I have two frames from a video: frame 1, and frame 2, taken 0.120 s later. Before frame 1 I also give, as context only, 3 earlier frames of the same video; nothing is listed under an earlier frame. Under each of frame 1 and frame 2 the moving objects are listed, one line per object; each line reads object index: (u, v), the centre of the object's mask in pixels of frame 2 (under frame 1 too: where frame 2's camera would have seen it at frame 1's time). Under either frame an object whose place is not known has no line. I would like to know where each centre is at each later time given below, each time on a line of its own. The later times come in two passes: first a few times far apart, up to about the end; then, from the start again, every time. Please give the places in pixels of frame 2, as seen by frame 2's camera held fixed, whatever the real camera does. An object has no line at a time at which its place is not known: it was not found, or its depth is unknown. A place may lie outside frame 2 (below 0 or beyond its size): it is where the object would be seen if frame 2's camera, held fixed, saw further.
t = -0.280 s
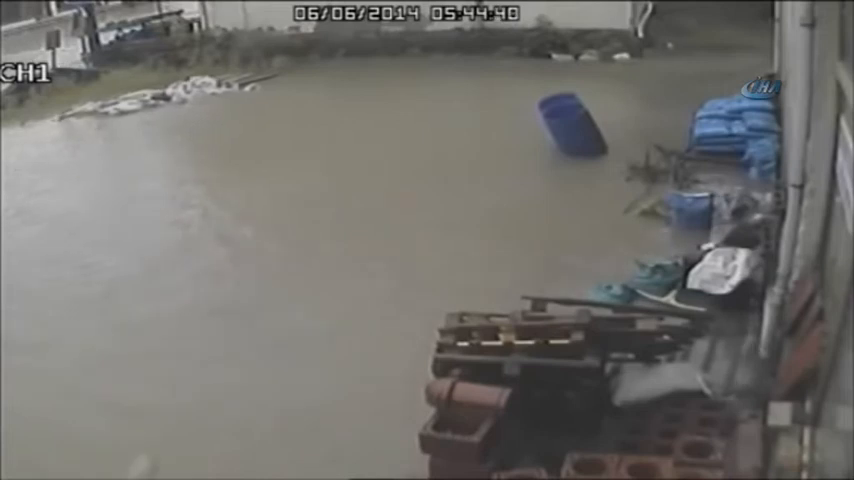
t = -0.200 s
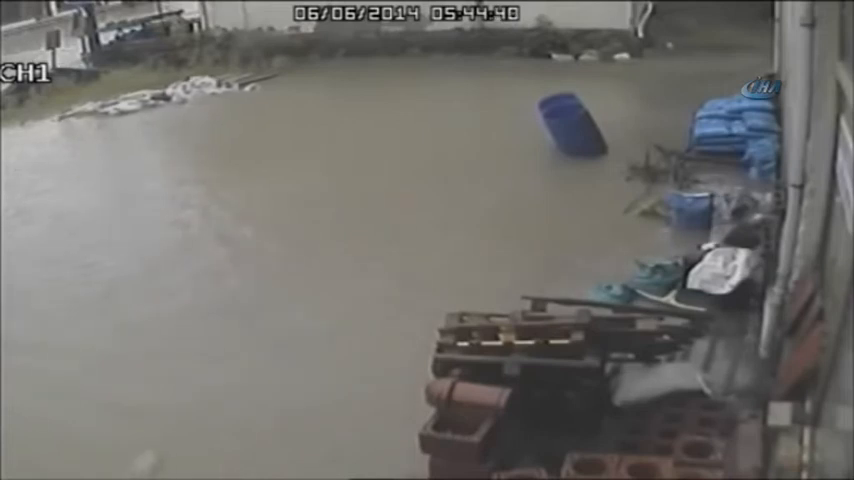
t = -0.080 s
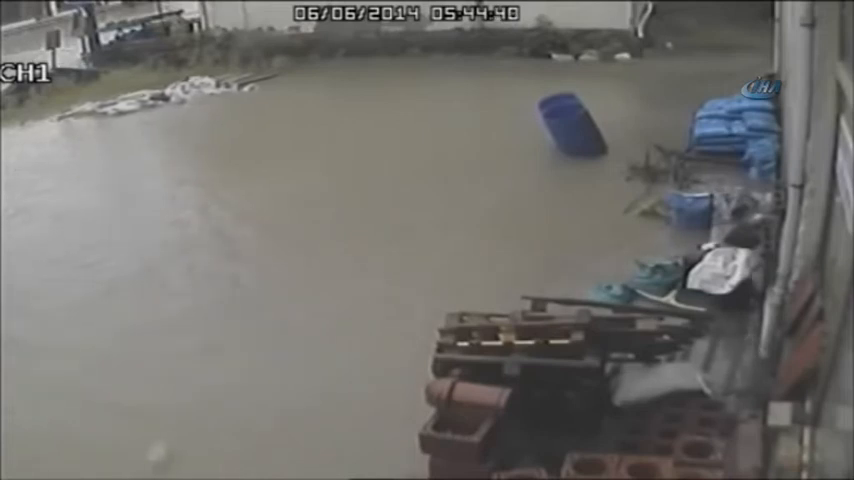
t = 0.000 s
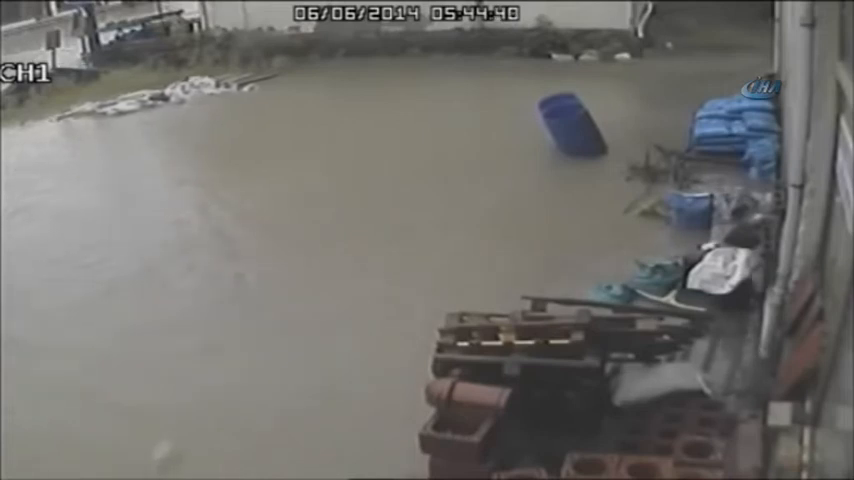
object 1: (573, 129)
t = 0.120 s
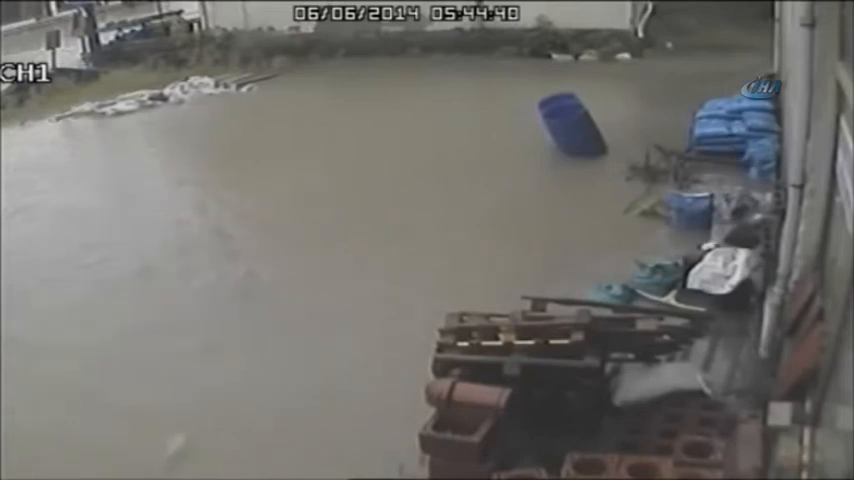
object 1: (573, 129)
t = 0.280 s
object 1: (572, 129)
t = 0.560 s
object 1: (572, 129)
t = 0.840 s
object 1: (571, 130)
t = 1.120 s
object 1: (571, 130)
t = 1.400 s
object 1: (569, 130)
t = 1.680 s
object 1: (567, 130)
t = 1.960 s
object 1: (564, 131)
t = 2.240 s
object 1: (561, 135)
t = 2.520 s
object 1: (553, 140)
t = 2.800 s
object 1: (550, 144)
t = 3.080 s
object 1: (547, 145)
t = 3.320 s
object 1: (545, 144)
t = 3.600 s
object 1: (544, 145)
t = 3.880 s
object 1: (540, 145)
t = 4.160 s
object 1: (534, 145)
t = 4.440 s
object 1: (524, 146)
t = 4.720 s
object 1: (516, 146)
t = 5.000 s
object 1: (511, 145)
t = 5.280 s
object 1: (508, 143)
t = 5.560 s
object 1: (505, 141)
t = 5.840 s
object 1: (505, 139)
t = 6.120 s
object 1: (505, 138)
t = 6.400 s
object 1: (507, 135)
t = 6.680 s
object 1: (508, 133)
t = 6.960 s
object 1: (510, 132)
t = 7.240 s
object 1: (512, 130)
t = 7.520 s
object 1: (513, 127)
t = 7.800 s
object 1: (513, 126)
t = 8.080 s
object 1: (514, 124)
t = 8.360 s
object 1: (514, 122)
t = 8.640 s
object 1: (515, 120)
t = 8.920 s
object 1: (516, 119)
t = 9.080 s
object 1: (517, 118)
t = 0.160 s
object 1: (573, 130)
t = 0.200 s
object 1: (572, 129)
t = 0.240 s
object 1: (572, 129)
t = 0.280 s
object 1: (572, 129)
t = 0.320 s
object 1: (572, 129)
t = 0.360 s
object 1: (572, 129)
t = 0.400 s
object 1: (572, 129)
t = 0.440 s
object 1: (572, 129)
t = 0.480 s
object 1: (572, 129)
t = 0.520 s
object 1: (572, 129)
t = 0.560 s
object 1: (572, 129)
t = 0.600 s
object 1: (572, 129)
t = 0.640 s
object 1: (572, 129)
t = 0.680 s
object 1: (572, 129)
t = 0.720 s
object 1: (572, 130)
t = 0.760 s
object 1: (572, 130)
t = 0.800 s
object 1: (571, 130)
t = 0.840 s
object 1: (571, 130)
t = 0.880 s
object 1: (571, 130)
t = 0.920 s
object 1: (571, 130)
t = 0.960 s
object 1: (571, 130)
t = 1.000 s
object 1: (571, 130)
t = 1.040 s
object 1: (571, 130)
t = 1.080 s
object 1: (571, 130)
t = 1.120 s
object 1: (571, 130)
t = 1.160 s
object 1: (570, 130)
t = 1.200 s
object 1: (570, 131)
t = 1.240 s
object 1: (570, 132)
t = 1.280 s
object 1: (570, 131)
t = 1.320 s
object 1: (570, 131)
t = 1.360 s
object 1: (569, 131)
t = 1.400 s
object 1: (569, 130)
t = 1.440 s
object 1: (569, 131)
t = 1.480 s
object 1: (569, 131)
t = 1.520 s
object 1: (569, 131)
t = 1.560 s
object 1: (568, 131)
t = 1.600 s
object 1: (567, 130)
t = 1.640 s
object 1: (567, 130)
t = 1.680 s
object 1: (567, 130)
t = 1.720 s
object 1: (568, 132)
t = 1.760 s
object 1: (566, 131)
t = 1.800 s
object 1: (566, 130)
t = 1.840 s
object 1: (565, 131)
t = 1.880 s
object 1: (565, 131)
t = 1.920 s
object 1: (564, 131)
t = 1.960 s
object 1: (564, 131)
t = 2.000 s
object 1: (565, 133)
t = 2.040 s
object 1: (564, 133)
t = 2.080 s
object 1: (564, 133)
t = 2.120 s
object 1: (563, 134)
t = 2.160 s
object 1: (562, 134)
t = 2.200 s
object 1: (561, 134)
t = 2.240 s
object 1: (561, 135)
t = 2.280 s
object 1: (560, 135)
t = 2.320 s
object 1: (559, 136)
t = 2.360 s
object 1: (557, 137)
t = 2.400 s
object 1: (556, 137)
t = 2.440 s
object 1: (555, 138)
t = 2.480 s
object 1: (554, 139)
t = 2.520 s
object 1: (553, 140)
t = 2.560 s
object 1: (552, 141)
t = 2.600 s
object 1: (552, 141)
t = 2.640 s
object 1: (551, 142)
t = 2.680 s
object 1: (549, 143)
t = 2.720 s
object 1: (549, 144)
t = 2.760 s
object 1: (550, 144)
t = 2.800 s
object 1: (550, 144)
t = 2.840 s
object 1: (548, 144)
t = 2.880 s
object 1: (548, 144)
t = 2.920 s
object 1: (547, 144)
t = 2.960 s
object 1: (548, 145)
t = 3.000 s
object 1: (547, 144)
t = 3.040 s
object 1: (546, 144)
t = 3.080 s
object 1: (547, 145)
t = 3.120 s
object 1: (547, 145)
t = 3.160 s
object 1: (547, 145)
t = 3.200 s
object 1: (546, 145)
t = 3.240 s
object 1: (546, 145)
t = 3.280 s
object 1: (545, 144)
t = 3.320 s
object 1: (545, 144)
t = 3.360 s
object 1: (544, 144)
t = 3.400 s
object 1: (544, 144)
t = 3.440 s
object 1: (544, 144)
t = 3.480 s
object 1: (544, 145)
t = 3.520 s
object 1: (544, 145)
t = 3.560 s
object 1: (543, 145)
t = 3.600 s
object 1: (544, 145)
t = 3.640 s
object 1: (543, 145)
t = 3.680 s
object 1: (543, 145)
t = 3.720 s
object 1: (543, 145)
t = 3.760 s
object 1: (543, 145)
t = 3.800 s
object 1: (542, 145)
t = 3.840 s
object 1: (541, 145)
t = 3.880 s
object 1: (540, 145)
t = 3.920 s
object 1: (539, 145)
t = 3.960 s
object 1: (538, 145)
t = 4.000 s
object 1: (538, 145)
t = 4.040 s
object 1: (537, 145)
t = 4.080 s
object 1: (536, 145)
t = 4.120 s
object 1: (535, 146)
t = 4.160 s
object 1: (534, 145)
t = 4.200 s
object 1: (533, 146)
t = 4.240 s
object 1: (532, 146)
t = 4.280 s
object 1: (530, 146)
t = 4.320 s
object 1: (529, 146)
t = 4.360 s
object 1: (526, 146)
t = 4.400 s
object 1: (526, 147)
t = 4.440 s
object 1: (524, 146)
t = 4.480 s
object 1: (523, 146)
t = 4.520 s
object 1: (522, 146)
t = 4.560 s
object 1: (520, 146)
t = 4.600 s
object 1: (520, 146)
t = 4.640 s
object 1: (519, 146)
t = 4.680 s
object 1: (517, 146)
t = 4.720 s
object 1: (516, 146)
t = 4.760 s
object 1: (515, 146)
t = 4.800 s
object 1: (514, 146)
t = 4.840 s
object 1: (513, 146)
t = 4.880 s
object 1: (512, 145)
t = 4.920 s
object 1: (511, 145)
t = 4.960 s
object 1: (511, 145)
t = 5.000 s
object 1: (511, 145)
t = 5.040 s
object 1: (511, 145)
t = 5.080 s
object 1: (510, 144)
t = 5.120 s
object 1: (510, 144)
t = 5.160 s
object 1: (510, 144)
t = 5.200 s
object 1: (509, 144)
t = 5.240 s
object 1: (509, 144)
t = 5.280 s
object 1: (508, 143)
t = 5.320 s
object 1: (508, 143)
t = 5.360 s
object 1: (506, 142)
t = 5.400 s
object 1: (506, 142)
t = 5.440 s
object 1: (506, 142)
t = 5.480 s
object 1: (505, 141)
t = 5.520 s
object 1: (505, 141)
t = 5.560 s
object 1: (505, 141)
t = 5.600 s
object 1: (505, 140)
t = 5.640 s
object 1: (505, 140)
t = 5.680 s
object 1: (505, 140)
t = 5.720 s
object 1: (505, 139)
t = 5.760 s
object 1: (505, 139)
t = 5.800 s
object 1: (505, 139)
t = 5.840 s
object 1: (505, 139)
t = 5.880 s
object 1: (505, 138)
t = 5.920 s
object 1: (505, 138)
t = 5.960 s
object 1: (505, 138)
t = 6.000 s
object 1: (505, 138)
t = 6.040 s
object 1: (505, 138)
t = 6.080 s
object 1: (505, 138)
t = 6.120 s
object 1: (505, 138)
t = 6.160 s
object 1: (505, 137)
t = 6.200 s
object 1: (505, 137)
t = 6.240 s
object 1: (505, 137)
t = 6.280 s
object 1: (506, 137)
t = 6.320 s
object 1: (506, 136)
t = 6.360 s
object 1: (507, 136)
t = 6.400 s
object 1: (507, 135)
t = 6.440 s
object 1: (507, 135)
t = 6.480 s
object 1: (508, 135)
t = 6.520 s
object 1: (508, 134)
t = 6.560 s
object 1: (508, 134)
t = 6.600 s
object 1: (508, 133)
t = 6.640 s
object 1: (508, 133)
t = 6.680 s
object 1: (508, 133)
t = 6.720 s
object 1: (509, 133)
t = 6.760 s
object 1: (509, 133)
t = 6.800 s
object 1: (509, 132)
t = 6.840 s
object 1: (509, 132)
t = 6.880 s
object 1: (509, 132)
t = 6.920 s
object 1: (509, 132)
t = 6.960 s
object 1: (510, 132)
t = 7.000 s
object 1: (510, 131)
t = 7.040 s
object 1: (510, 131)
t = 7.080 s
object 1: (511, 131)
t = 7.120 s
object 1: (511, 131)
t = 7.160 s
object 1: (512, 130)
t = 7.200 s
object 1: (512, 130)
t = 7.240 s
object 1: (512, 130)
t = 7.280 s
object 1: (512, 130)
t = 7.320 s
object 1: (512, 129)
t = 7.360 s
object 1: (512, 129)
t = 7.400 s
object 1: (512, 128)
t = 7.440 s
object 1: (512, 128)
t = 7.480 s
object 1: (512, 128)
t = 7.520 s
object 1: (513, 127)
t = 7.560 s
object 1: (513, 127)
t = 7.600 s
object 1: (513, 127)
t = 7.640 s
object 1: (513, 127)
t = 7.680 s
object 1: (512, 127)
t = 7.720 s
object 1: (513, 127)
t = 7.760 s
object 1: (513, 126)
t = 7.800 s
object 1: (513, 126)
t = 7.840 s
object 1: (513, 126)
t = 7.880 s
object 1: (513, 126)
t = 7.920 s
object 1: (513, 125)
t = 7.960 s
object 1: (514, 126)
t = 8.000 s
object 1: (513, 125)
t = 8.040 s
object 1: (514, 125)
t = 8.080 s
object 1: (514, 124)
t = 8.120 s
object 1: (513, 124)
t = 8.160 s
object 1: (514, 123)
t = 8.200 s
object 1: (514, 123)
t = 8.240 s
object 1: (514, 122)
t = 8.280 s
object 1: (514, 122)
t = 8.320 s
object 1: (514, 122)
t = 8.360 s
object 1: (514, 122)
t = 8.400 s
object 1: (514, 121)
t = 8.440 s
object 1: (514, 121)
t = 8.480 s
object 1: (514, 121)
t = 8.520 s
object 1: (514, 120)
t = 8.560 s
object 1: (514, 120)
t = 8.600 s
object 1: (514, 120)
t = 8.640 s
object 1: (515, 120)
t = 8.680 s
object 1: (515, 120)
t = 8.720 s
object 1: (515, 120)
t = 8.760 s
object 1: (515, 120)
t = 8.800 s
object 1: (515, 119)
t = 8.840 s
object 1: (516, 119)
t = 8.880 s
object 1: (516, 119)
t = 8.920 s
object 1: (516, 119)
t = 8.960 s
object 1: (517, 118)
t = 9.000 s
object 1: (517, 118)
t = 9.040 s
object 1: (517, 118)
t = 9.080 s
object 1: (517, 118)
